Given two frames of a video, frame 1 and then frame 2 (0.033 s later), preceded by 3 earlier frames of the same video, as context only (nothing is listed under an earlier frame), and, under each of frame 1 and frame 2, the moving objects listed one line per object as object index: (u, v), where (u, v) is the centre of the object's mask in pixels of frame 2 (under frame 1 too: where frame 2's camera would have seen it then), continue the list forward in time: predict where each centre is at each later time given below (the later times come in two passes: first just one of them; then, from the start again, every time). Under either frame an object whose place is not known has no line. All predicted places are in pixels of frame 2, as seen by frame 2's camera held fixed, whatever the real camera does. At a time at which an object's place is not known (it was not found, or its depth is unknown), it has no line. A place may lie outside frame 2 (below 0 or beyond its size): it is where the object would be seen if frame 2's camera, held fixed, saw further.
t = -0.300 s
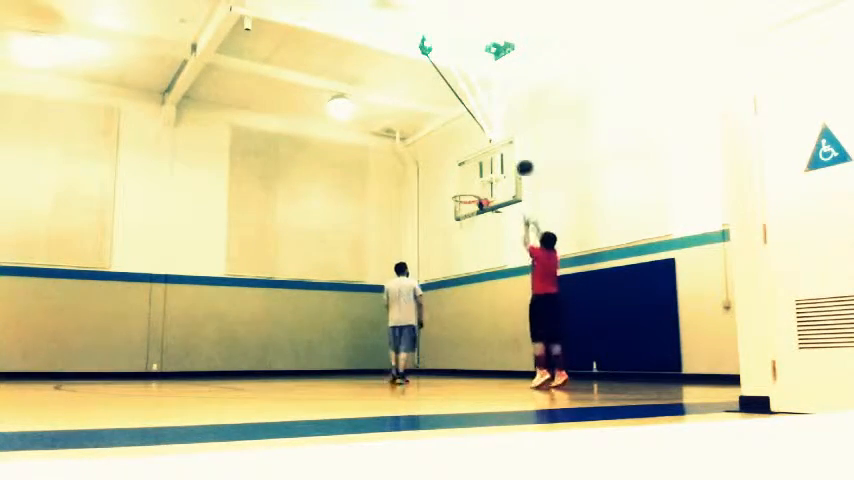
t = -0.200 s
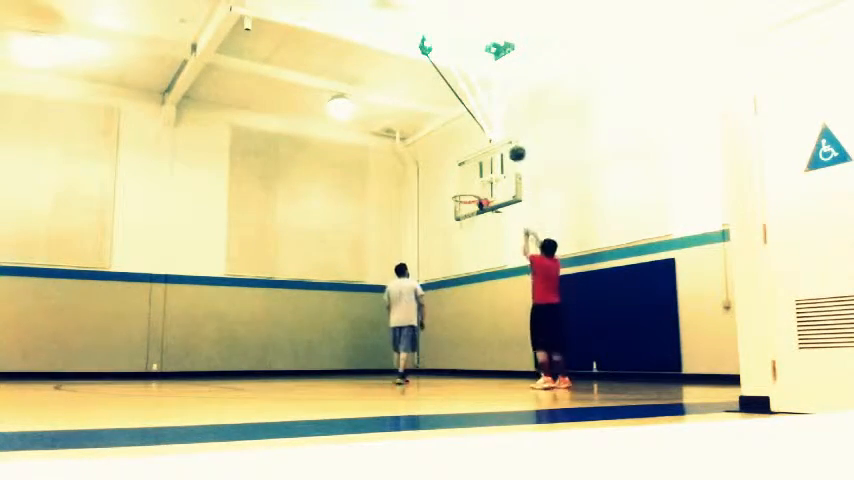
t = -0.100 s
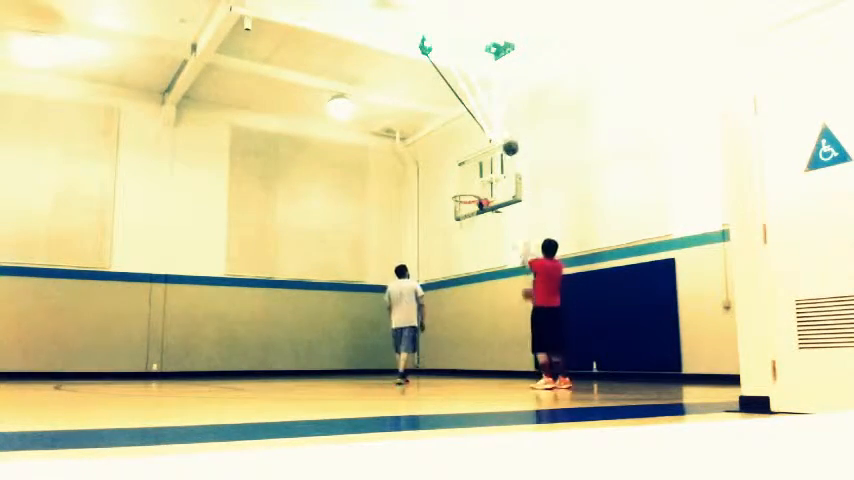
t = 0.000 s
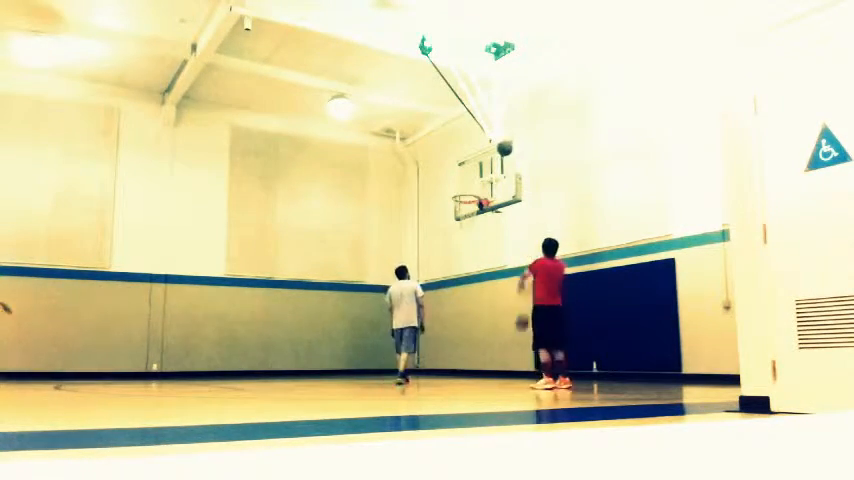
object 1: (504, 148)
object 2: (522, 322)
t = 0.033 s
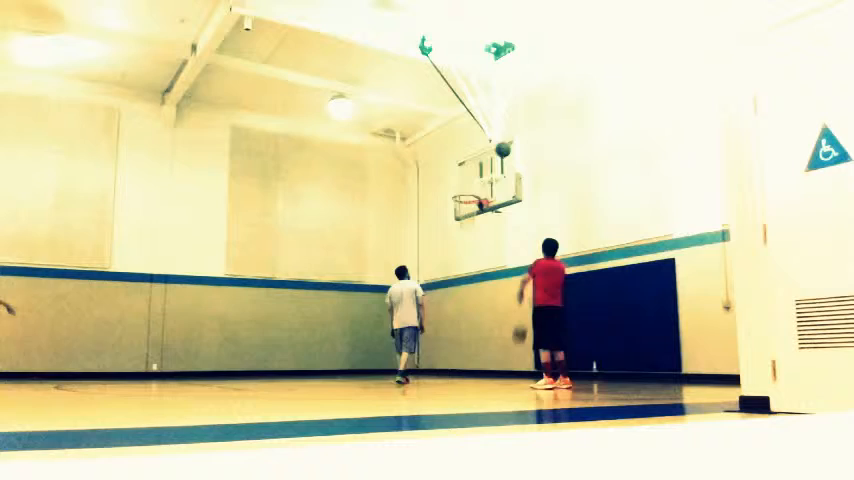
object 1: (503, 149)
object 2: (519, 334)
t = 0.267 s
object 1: (487, 173)
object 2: (511, 337)
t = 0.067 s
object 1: (501, 151)
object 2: (518, 346)
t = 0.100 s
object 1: (499, 154)
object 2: (515, 359)
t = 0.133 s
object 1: (498, 157)
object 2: (512, 369)
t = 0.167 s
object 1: (496, 161)
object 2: (512, 365)
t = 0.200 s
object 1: (495, 166)
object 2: (511, 357)
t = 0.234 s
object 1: (492, 170)
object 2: (511, 346)
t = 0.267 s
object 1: (487, 173)
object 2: (511, 337)
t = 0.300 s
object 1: (483, 175)
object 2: (511, 329)
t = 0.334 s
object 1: (477, 181)
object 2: (510, 321)
